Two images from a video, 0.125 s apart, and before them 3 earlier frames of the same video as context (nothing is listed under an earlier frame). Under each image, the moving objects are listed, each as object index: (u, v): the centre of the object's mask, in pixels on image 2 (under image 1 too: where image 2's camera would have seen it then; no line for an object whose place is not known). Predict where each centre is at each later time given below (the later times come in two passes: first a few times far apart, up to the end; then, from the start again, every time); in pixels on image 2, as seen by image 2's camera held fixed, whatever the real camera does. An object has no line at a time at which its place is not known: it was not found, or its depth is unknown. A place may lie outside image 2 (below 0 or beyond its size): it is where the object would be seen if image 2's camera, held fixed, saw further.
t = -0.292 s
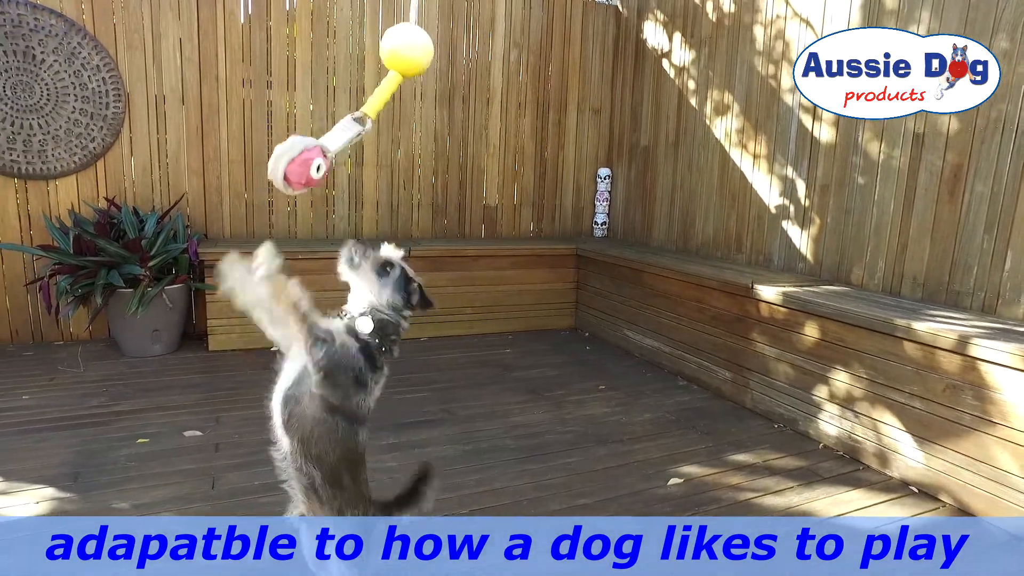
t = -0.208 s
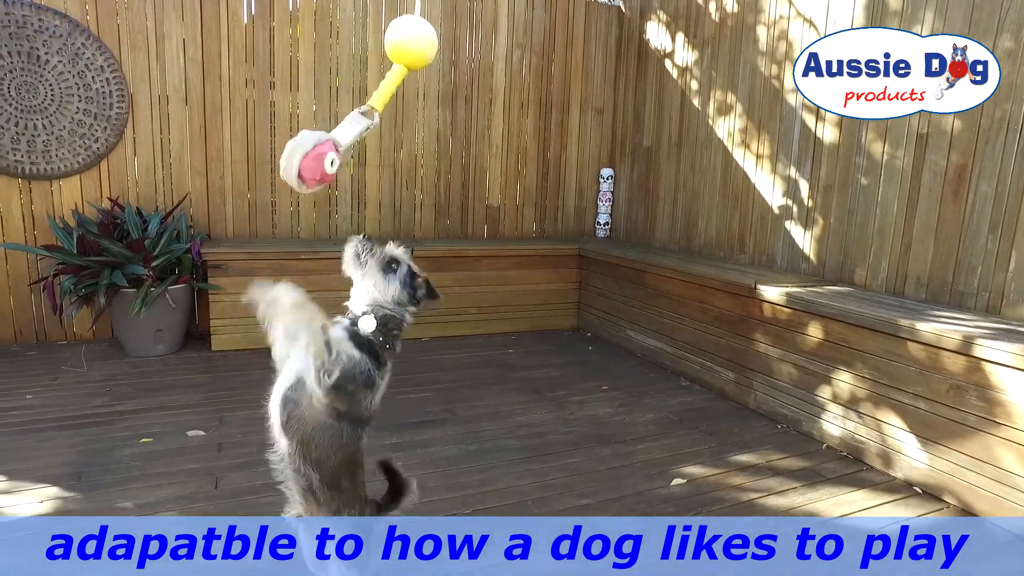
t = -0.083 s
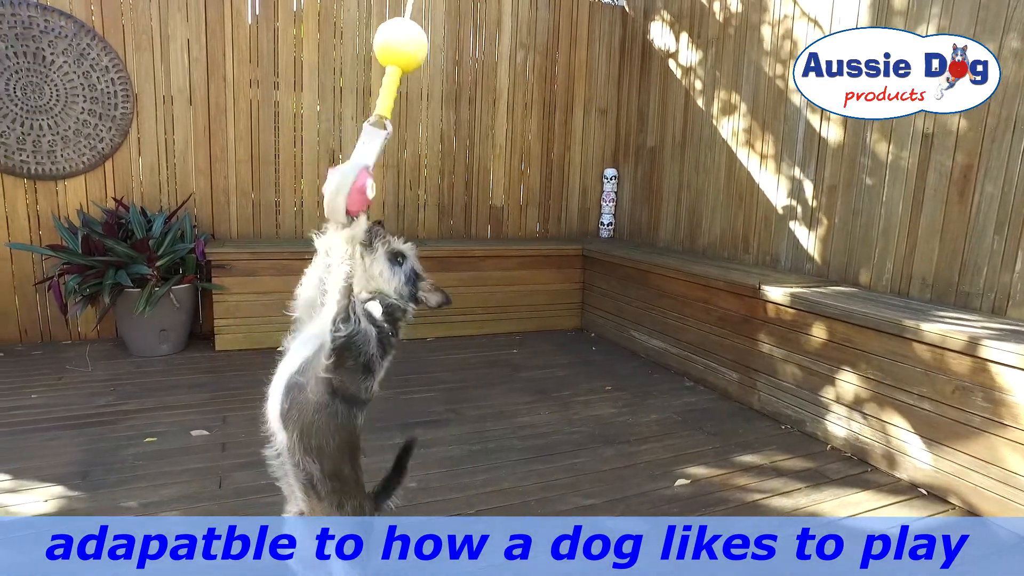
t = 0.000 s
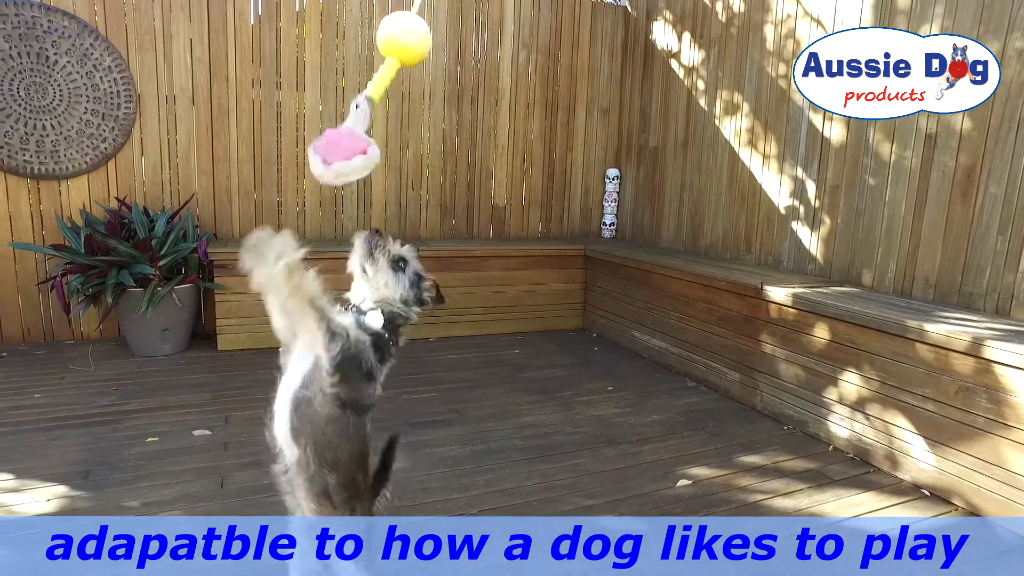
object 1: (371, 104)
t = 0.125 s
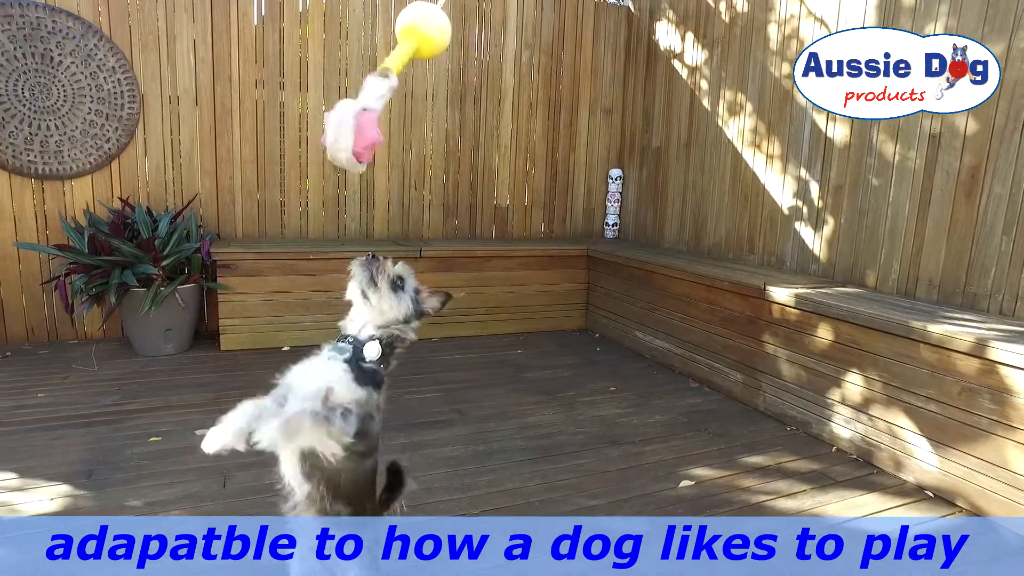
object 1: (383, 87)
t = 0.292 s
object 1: (437, 120)
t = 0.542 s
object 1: (534, 132)
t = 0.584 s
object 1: (550, 142)
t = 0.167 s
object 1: (392, 91)
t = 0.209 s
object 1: (405, 100)
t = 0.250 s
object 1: (420, 110)
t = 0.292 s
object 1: (437, 120)
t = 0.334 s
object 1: (455, 127)
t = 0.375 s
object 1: (473, 127)
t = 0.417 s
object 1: (488, 124)
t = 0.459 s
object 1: (504, 124)
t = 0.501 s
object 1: (519, 127)
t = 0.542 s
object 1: (534, 132)
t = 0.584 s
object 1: (550, 142)
